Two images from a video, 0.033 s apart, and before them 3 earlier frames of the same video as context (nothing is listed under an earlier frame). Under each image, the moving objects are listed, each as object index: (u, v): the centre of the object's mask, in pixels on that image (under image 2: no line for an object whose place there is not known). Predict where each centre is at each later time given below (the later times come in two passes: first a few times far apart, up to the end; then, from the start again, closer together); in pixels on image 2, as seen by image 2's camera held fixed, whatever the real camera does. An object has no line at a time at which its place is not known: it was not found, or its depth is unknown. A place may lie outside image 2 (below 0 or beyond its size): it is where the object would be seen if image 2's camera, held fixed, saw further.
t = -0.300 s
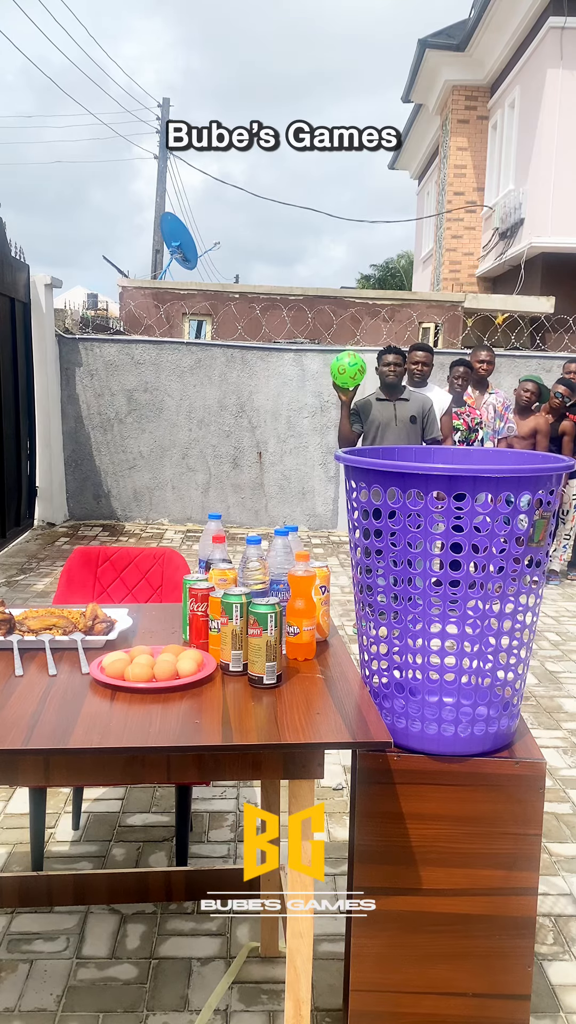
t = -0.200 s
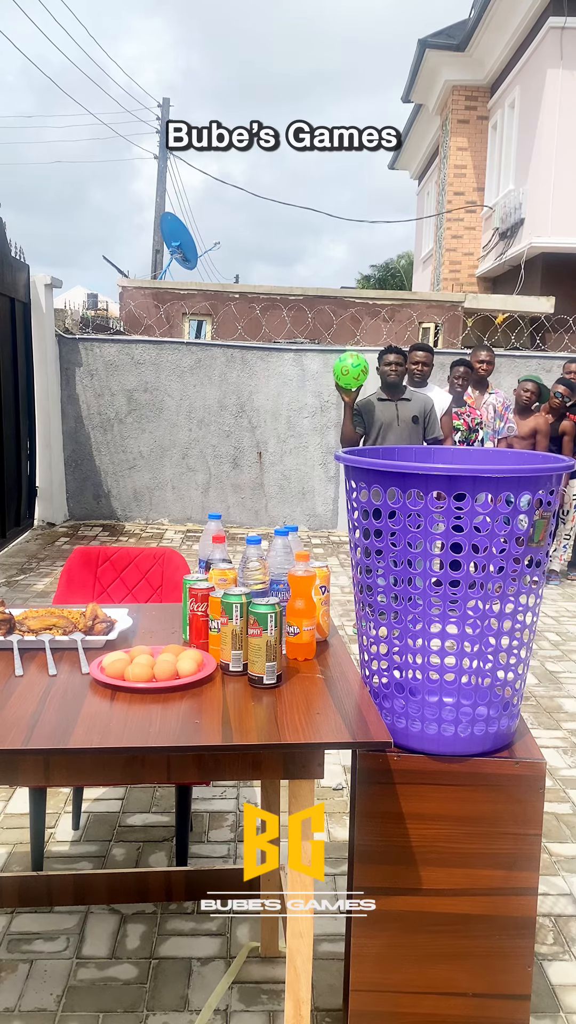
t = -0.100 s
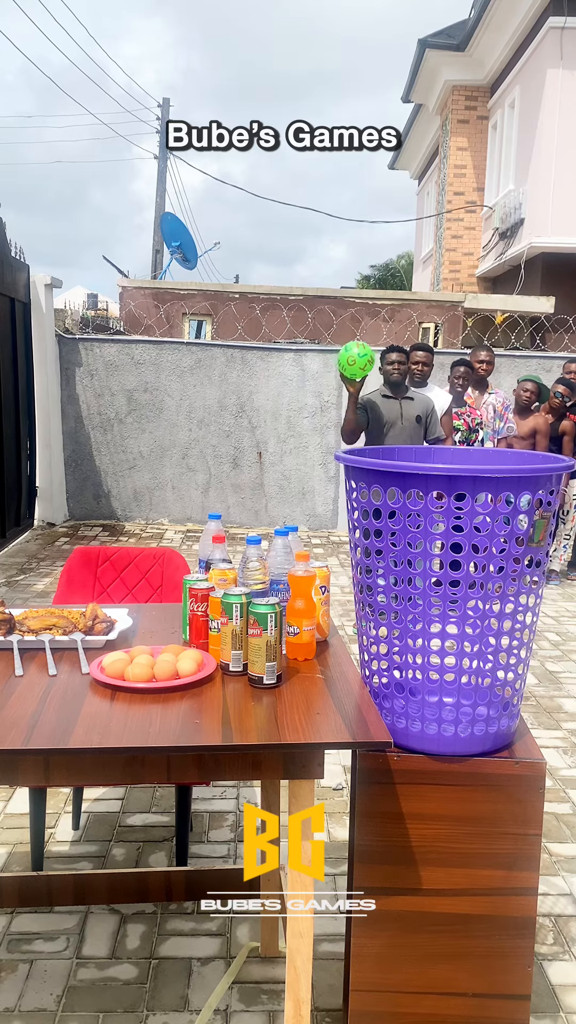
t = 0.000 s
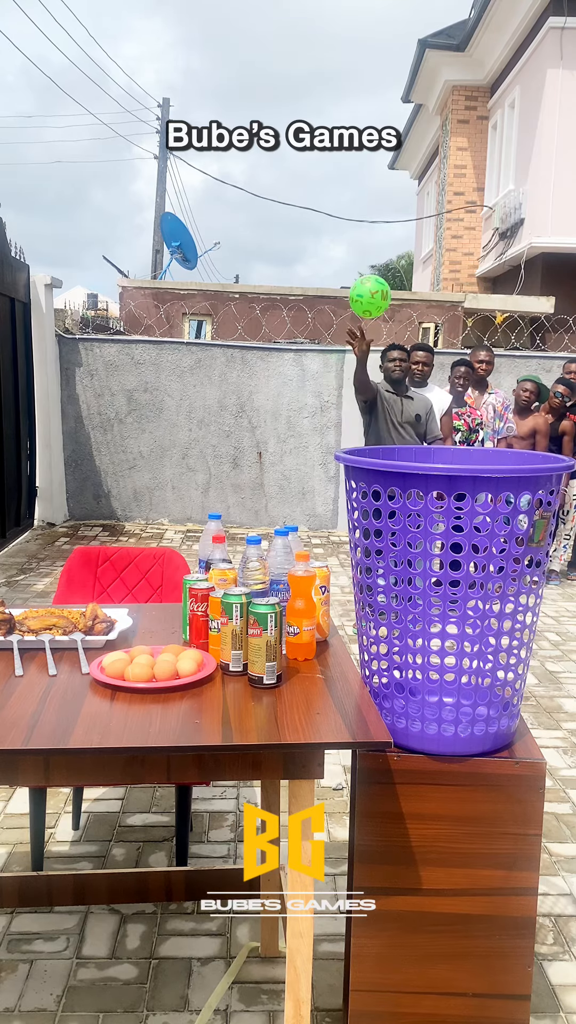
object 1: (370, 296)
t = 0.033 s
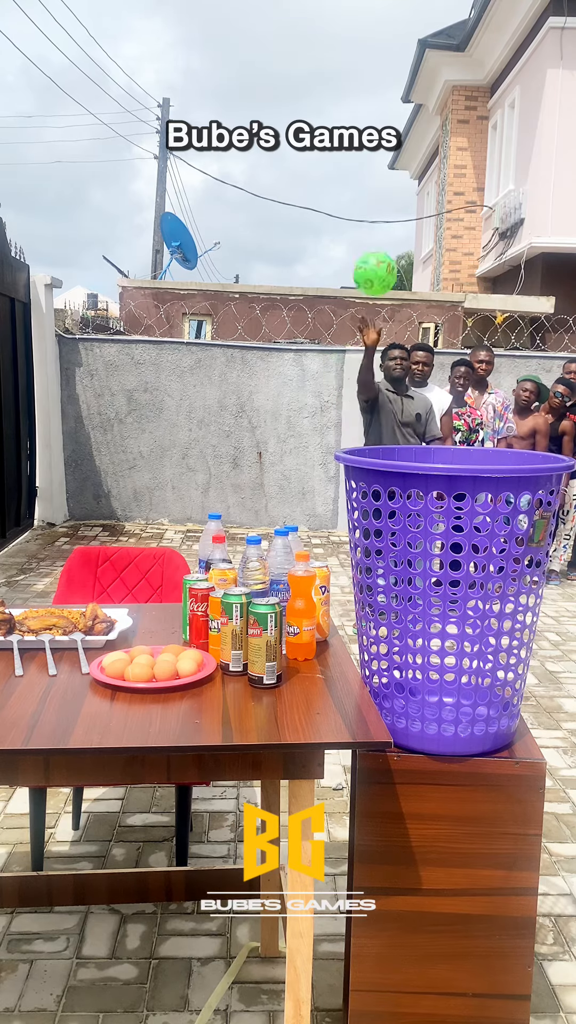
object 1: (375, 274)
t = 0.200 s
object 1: (397, 184)
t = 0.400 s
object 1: (428, 154)
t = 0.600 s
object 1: (444, 284)
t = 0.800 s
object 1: (470, 394)
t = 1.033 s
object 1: (507, 312)
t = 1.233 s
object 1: (521, 390)
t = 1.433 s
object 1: (485, 353)
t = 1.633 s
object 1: (446, 445)
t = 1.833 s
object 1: (415, 659)
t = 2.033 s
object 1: (454, 602)
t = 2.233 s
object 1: (465, 647)
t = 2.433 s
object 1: (416, 645)
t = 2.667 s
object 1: (448, 656)
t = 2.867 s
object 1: (466, 663)
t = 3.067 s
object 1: (461, 667)
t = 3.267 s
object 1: (463, 678)
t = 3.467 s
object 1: (458, 681)
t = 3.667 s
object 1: (451, 682)
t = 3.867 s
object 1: (444, 682)
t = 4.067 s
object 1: (437, 683)
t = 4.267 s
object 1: (435, 683)
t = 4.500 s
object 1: (438, 681)
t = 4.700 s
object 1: (440, 682)
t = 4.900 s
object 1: (440, 682)
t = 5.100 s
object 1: (441, 682)
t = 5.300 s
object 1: (441, 682)
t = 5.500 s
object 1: (441, 682)
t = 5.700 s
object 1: (441, 682)
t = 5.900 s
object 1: (441, 681)
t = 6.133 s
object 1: (441, 682)
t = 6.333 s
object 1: (441, 682)
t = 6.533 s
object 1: (441, 682)
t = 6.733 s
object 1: (441, 684)
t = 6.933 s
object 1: (440, 683)
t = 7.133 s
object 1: (440, 682)
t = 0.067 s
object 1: (380, 252)
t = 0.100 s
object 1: (384, 233)
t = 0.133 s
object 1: (389, 215)
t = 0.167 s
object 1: (393, 199)
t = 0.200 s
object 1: (397, 184)
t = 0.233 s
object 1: (402, 173)
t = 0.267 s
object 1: (408, 164)
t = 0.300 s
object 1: (414, 157)
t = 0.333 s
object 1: (420, 152)
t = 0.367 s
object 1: (424, 151)
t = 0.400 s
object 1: (428, 154)
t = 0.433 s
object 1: (432, 162)
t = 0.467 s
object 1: (435, 175)
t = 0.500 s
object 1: (438, 194)
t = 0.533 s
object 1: (440, 218)
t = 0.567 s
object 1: (442, 247)
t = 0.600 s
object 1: (444, 284)
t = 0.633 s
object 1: (445, 326)
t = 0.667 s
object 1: (445, 378)
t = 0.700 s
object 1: (446, 425)
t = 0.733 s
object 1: (454, 414)
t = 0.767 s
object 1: (463, 401)
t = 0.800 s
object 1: (470, 394)
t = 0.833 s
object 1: (476, 380)
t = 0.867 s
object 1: (482, 356)
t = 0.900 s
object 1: (488, 336)
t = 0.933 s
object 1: (493, 322)
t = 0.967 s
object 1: (498, 313)
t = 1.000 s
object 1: (503, 310)
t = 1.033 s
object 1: (507, 312)
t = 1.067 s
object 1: (511, 320)
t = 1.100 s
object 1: (515, 333)
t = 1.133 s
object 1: (518, 351)
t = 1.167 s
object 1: (521, 374)
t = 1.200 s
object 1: (523, 402)
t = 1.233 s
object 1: (521, 390)
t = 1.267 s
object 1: (517, 370)
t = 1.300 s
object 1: (510, 356)
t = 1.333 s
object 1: (504, 348)
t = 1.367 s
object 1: (498, 344)
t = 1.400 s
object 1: (491, 346)
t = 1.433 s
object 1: (485, 353)
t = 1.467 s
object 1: (478, 364)
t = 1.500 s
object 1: (471, 381)
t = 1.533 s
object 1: (464, 401)
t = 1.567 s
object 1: (457, 423)
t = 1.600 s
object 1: (451, 438)
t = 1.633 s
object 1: (446, 445)
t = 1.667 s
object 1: (442, 453)
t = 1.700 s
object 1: (438, 557)
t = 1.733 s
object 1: (432, 549)
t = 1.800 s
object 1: (416, 620)
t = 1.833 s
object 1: (415, 659)
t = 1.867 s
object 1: (419, 666)
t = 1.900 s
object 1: (429, 647)
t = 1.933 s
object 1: (439, 636)
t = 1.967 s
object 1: (444, 623)
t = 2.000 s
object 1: (464, 631)
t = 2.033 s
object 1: (454, 602)
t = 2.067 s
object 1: (458, 602)
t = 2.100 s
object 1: (461, 603)
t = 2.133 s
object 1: (464, 608)
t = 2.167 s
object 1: (469, 620)
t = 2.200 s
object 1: (472, 634)
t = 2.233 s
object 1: (465, 647)
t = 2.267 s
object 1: (456, 663)
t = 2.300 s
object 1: (445, 668)
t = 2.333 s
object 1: (438, 657)
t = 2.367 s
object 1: (430, 650)
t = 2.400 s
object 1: (422, 646)
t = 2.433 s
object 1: (416, 645)
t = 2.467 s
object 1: (422, 644)
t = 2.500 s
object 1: (429, 648)
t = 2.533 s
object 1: (431, 653)
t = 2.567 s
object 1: (438, 663)
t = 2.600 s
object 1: (443, 671)
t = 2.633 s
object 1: (445, 663)
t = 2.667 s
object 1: (448, 656)
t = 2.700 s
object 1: (453, 655)
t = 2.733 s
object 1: (455, 656)
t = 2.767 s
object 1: (457, 664)
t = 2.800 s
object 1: (460, 671)
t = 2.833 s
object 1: (464, 665)
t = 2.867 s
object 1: (466, 663)
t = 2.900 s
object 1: (465, 663)
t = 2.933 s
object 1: (462, 665)
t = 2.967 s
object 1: (460, 671)
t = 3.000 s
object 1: (460, 669)
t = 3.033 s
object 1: (461, 667)
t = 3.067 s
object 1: (461, 667)
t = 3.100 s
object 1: (462, 672)
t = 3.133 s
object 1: (462, 674)
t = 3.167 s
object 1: (462, 674)
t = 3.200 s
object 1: (463, 674)
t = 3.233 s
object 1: (463, 678)
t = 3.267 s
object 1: (463, 678)
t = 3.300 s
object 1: (462, 679)
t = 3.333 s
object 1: (460, 680)
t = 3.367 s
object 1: (460, 680)
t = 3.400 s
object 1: (459, 681)
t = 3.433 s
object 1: (459, 681)
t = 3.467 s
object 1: (458, 681)
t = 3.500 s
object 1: (458, 681)
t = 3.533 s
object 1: (457, 681)
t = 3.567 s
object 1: (457, 682)
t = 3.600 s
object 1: (455, 683)
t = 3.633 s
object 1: (453, 682)
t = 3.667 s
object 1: (451, 682)
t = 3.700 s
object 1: (450, 682)
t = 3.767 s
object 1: (448, 683)
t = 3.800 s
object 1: (448, 682)
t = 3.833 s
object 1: (445, 682)
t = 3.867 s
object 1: (444, 682)
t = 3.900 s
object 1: (443, 682)
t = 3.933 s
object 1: (442, 684)
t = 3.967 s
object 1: (440, 682)
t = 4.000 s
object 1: (439, 682)
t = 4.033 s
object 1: (439, 683)
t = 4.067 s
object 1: (437, 683)
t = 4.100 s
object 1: (436, 683)
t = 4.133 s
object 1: (436, 683)
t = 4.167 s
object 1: (437, 682)
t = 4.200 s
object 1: (436, 683)
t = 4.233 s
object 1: (436, 683)
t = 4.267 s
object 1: (435, 683)
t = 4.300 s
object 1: (436, 683)
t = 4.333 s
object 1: (436, 682)
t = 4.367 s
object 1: (436, 684)
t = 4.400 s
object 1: (437, 681)
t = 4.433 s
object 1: (438, 681)
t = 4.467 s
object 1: (437, 686)
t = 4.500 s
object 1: (438, 681)
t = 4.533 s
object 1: (439, 681)
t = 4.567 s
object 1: (440, 681)
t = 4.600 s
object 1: (441, 686)
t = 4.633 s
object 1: (440, 681)
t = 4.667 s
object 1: (440, 682)
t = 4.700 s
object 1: (440, 682)
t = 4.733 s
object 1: (440, 682)
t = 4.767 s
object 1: (440, 682)
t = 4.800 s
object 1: (440, 682)
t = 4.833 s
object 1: (440, 682)
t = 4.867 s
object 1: (441, 682)
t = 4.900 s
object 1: (440, 682)
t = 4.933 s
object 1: (441, 682)
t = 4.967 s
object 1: (440, 682)
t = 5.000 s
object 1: (441, 682)
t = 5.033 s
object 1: (441, 682)
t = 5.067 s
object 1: (441, 682)
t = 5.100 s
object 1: (441, 682)
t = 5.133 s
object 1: (441, 682)
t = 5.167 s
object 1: (441, 682)
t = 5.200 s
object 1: (441, 682)
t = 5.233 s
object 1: (441, 682)
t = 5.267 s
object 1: (441, 682)
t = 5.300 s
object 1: (441, 682)
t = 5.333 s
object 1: (441, 682)
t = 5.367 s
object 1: (441, 682)
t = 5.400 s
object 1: (441, 682)
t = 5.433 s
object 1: (441, 682)
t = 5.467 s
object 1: (441, 682)
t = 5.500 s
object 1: (441, 682)
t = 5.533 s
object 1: (441, 682)
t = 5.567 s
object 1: (441, 682)
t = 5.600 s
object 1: (440, 682)
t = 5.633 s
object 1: (441, 682)
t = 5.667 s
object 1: (441, 682)
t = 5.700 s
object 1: (441, 682)
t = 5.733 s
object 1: (441, 681)
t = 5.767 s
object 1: (441, 682)
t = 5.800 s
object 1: (441, 682)
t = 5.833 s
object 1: (441, 682)
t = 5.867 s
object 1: (441, 682)
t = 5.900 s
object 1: (441, 681)
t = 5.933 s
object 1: (441, 682)
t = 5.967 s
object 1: (441, 681)
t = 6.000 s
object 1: (441, 682)
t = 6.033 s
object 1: (441, 682)
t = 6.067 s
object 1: (441, 682)
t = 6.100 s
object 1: (441, 682)
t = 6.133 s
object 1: (441, 682)
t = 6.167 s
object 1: (441, 682)
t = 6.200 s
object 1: (441, 682)
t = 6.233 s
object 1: (441, 682)
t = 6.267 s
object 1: (441, 682)
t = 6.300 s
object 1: (441, 682)
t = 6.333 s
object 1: (441, 682)
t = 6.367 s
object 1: (441, 682)
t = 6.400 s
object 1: (441, 682)
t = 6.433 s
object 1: (441, 682)
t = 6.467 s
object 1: (441, 682)
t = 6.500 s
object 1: (441, 682)
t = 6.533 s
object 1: (441, 682)
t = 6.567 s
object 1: (441, 682)
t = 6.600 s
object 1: (443, 681)
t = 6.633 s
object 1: (441, 683)
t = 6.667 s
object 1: (441, 683)
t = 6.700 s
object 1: (441, 683)
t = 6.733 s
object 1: (441, 684)
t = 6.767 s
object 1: (441, 683)
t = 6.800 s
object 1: (441, 683)
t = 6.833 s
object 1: (440, 683)
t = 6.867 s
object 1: (440, 683)
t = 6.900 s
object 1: (440, 683)
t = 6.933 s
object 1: (440, 683)
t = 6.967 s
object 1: (440, 682)
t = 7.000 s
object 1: (440, 682)
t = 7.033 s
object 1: (440, 682)
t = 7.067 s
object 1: (440, 682)
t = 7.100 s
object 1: (440, 682)
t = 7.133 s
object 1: (440, 682)
